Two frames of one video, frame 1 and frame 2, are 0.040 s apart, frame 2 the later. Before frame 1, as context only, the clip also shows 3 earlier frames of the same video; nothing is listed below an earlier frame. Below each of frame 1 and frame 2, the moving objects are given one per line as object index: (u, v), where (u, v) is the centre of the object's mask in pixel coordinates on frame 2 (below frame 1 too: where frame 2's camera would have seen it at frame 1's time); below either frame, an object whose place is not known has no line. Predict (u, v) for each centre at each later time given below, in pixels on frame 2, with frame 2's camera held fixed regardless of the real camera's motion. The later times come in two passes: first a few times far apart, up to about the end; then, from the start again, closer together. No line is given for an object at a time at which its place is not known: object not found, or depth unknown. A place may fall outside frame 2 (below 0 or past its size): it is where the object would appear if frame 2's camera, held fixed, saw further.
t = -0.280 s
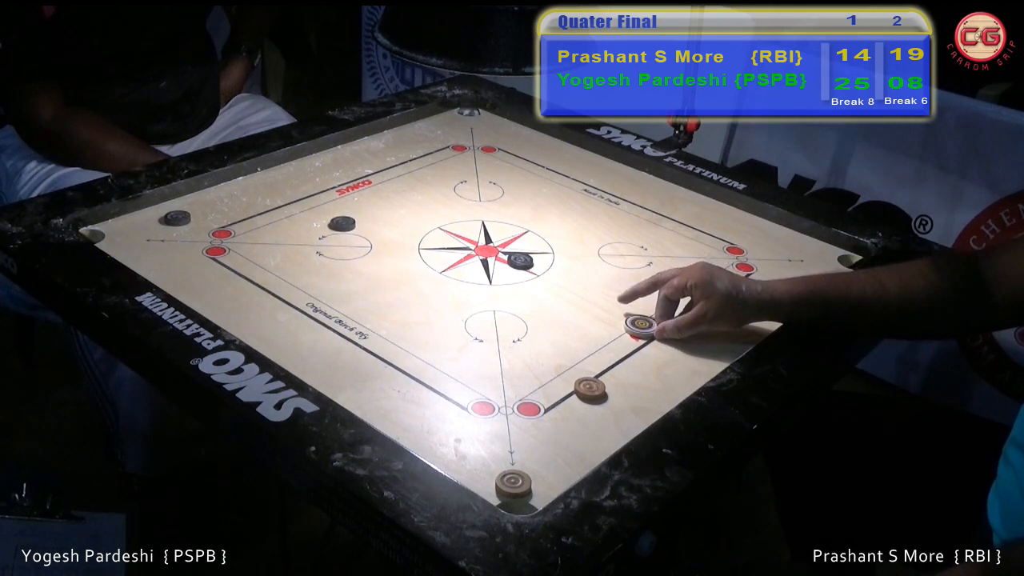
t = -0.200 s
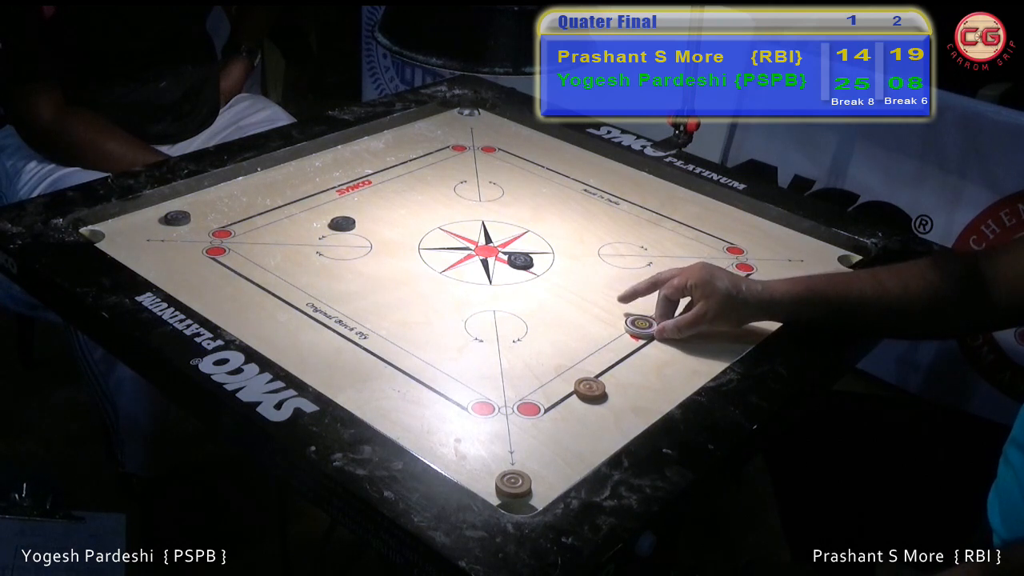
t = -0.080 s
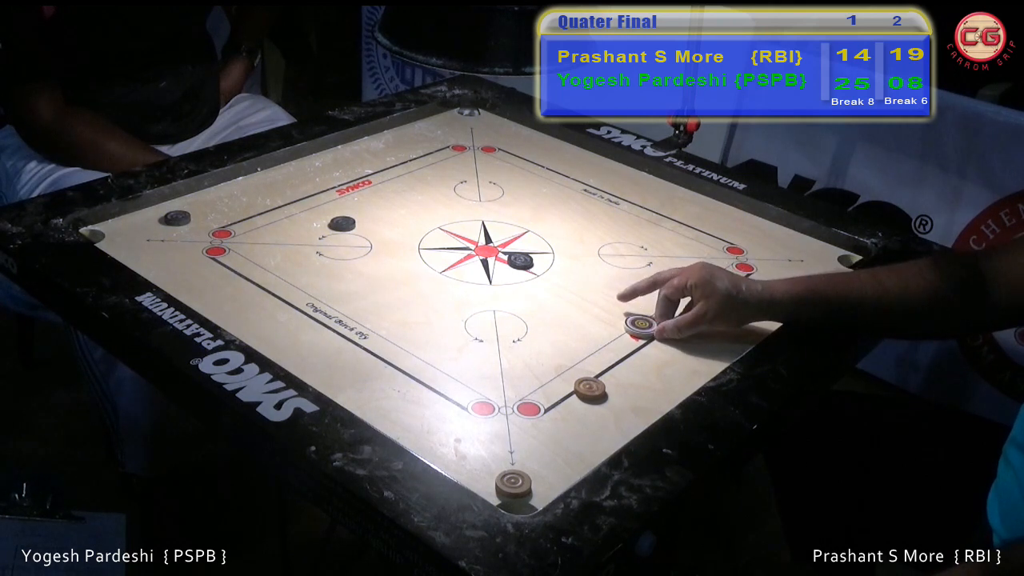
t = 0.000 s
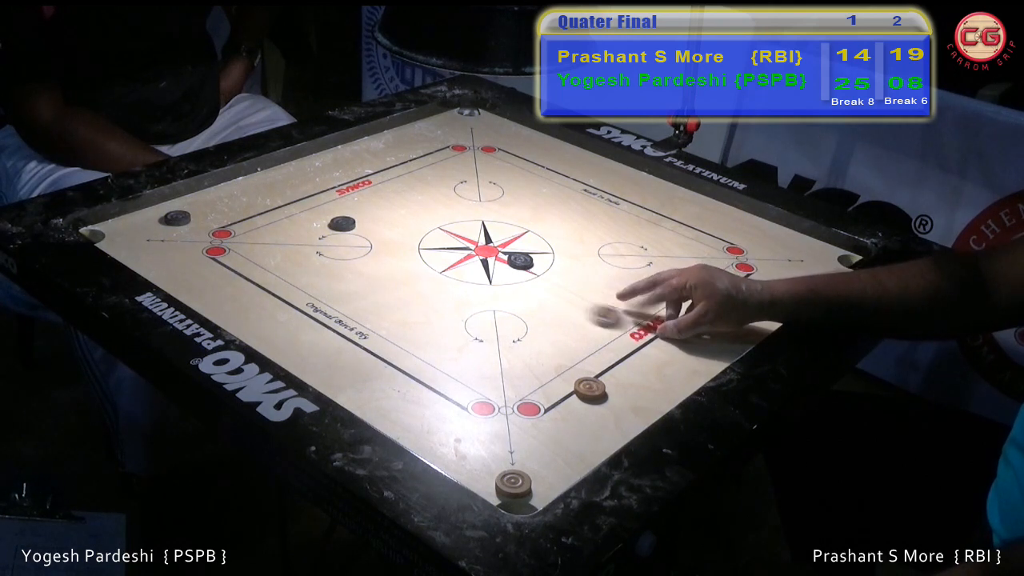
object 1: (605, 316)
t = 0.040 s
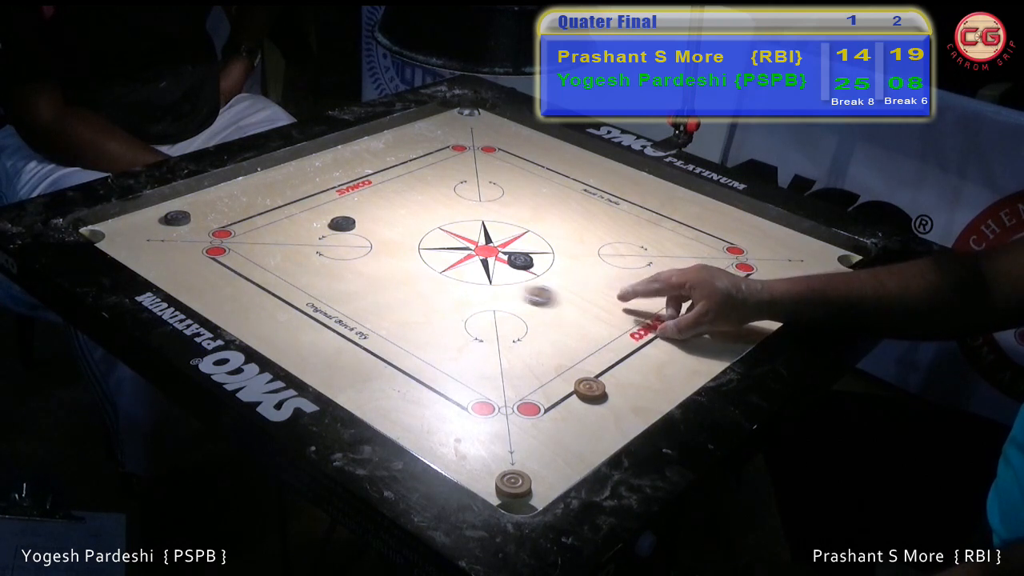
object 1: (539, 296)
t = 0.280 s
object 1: (240, 216)
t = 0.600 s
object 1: (225, 239)
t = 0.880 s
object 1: (257, 262)
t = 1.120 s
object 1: (258, 263)
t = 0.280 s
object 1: (240, 216)
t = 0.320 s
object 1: (206, 211)
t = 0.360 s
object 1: (183, 206)
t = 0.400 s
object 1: (183, 209)
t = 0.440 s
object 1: (193, 216)
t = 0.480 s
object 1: (201, 222)
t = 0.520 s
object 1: (210, 229)
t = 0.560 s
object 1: (218, 234)
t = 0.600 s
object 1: (225, 239)
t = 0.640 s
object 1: (232, 245)
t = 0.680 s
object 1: (238, 249)
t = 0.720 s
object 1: (244, 253)
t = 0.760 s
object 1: (249, 256)
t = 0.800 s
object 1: (252, 259)
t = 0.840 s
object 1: (255, 261)
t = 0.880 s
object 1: (257, 262)
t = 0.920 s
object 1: (259, 263)
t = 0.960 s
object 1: (259, 262)
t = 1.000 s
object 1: (259, 262)
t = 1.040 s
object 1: (258, 263)
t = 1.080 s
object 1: (258, 263)
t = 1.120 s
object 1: (258, 263)
